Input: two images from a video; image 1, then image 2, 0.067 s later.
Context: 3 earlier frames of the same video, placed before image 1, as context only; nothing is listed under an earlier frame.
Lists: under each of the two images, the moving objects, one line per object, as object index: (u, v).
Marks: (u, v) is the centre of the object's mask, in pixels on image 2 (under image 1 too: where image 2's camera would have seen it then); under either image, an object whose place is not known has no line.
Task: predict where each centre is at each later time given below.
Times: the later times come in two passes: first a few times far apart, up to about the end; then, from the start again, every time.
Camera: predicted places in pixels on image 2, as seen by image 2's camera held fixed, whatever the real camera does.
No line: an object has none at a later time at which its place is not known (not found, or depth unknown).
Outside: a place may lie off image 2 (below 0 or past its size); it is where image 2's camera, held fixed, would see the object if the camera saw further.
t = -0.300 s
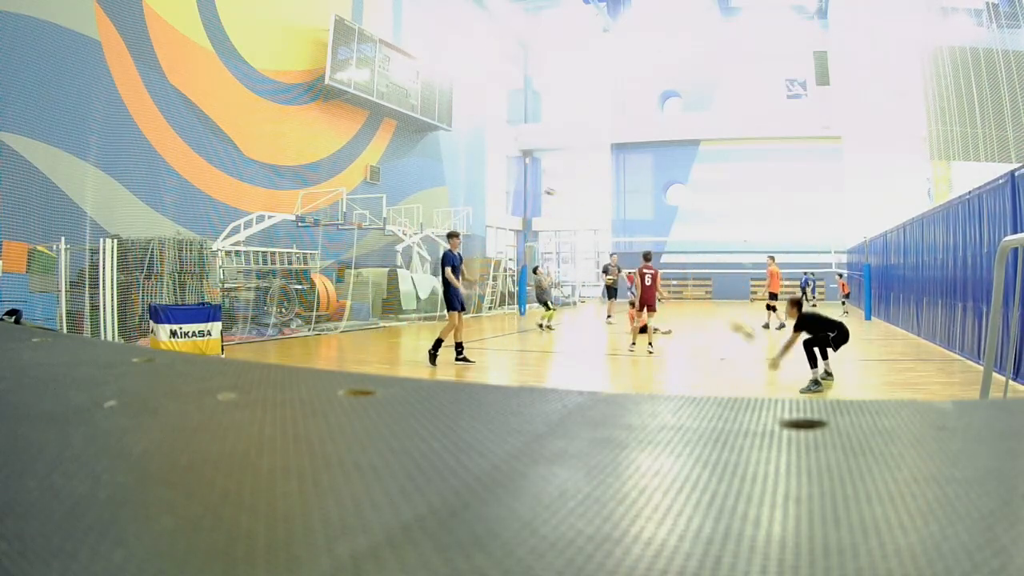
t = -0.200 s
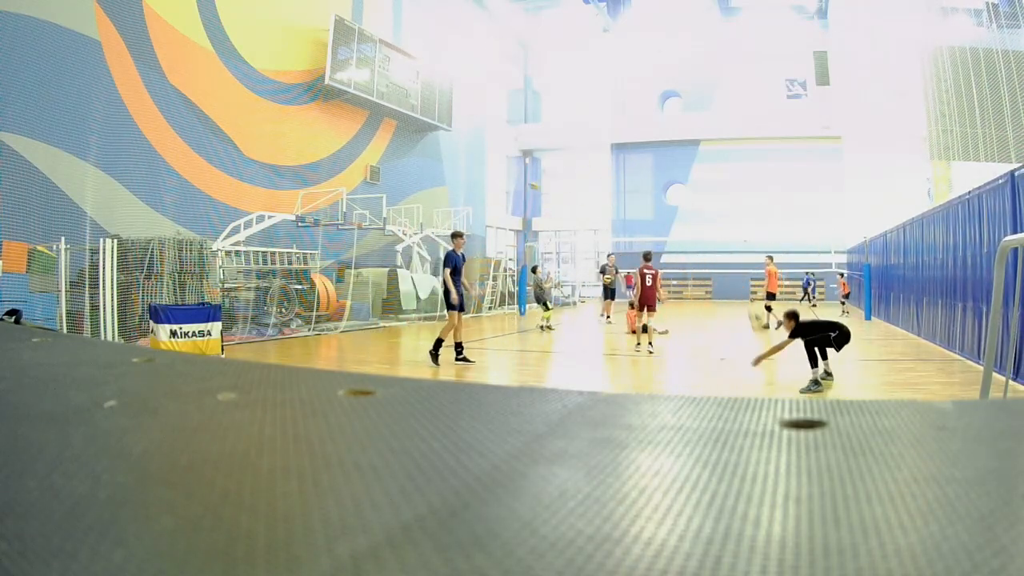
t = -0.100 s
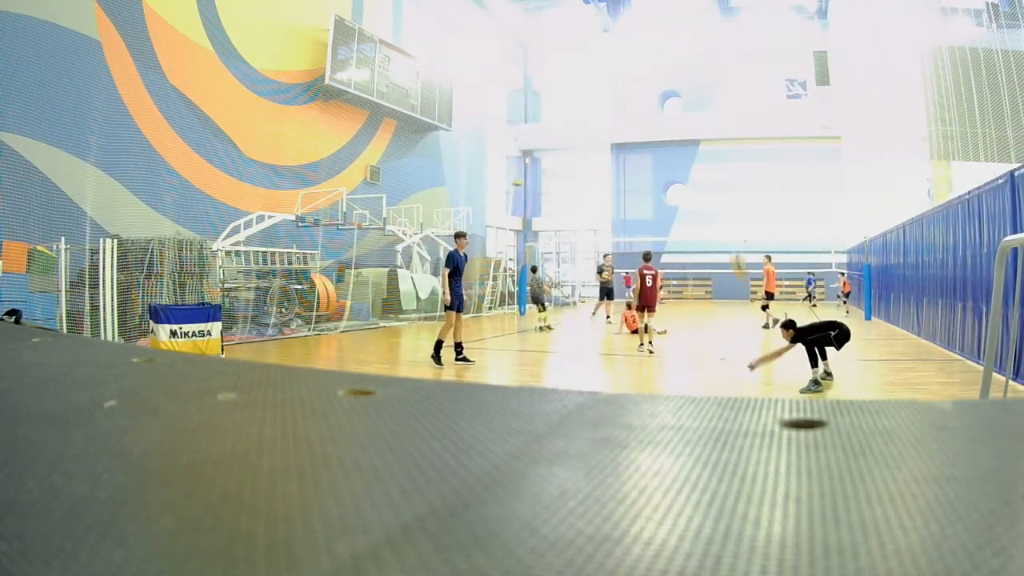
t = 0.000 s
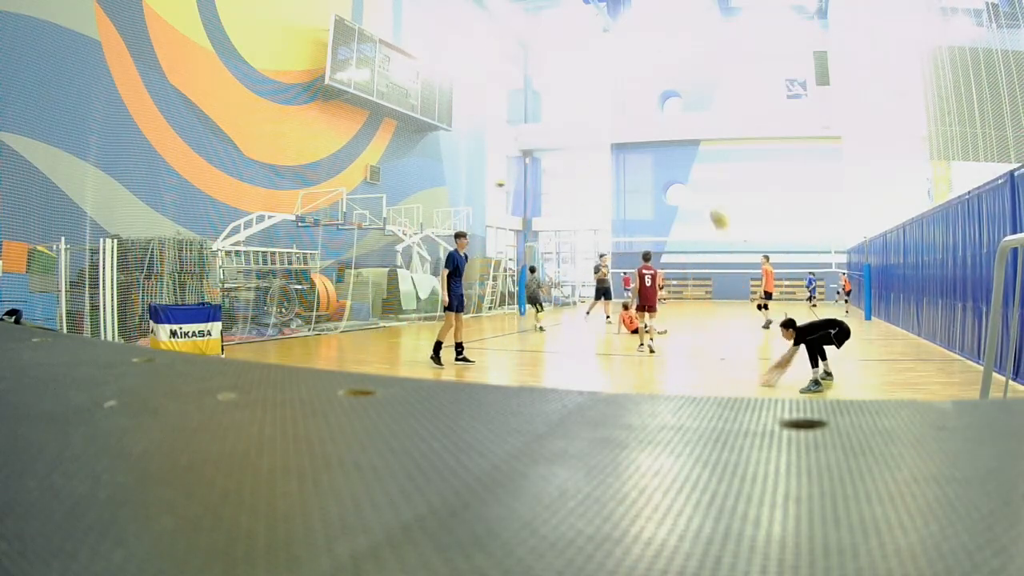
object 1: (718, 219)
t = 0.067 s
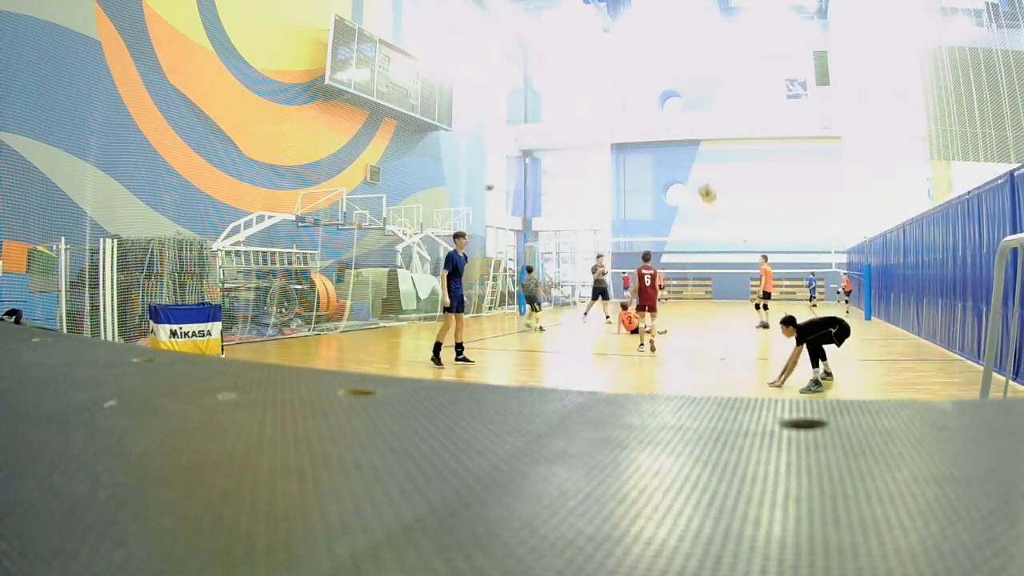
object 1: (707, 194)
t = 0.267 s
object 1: (671, 142)
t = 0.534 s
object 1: (629, 122)
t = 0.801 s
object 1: (588, 156)
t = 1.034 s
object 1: (555, 229)
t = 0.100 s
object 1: (700, 183)
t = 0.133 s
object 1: (694, 173)
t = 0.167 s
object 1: (689, 163)
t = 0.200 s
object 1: (683, 153)
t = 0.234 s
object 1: (678, 147)
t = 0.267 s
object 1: (671, 142)
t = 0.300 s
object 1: (666, 136)
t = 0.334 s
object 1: (660, 132)
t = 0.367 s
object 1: (655, 127)
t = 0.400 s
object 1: (650, 125)
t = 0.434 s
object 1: (644, 123)
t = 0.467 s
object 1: (639, 122)
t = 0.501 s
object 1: (633, 121)
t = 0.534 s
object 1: (629, 122)
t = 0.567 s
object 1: (623, 124)
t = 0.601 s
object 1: (618, 126)
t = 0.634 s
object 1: (613, 129)
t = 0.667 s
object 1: (609, 133)
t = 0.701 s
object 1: (603, 138)
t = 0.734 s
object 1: (598, 144)
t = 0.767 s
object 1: (593, 150)
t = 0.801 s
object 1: (588, 156)
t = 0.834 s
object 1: (584, 164)
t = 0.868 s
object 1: (578, 174)
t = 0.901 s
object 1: (574, 184)
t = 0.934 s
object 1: (568, 194)
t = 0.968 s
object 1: (564, 204)
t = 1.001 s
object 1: (559, 215)
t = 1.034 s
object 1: (555, 229)
